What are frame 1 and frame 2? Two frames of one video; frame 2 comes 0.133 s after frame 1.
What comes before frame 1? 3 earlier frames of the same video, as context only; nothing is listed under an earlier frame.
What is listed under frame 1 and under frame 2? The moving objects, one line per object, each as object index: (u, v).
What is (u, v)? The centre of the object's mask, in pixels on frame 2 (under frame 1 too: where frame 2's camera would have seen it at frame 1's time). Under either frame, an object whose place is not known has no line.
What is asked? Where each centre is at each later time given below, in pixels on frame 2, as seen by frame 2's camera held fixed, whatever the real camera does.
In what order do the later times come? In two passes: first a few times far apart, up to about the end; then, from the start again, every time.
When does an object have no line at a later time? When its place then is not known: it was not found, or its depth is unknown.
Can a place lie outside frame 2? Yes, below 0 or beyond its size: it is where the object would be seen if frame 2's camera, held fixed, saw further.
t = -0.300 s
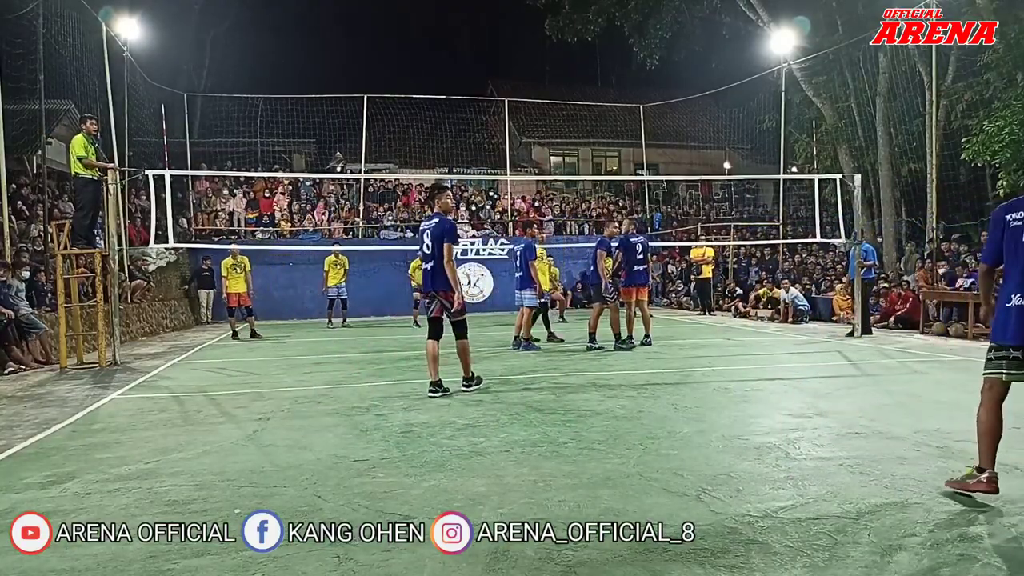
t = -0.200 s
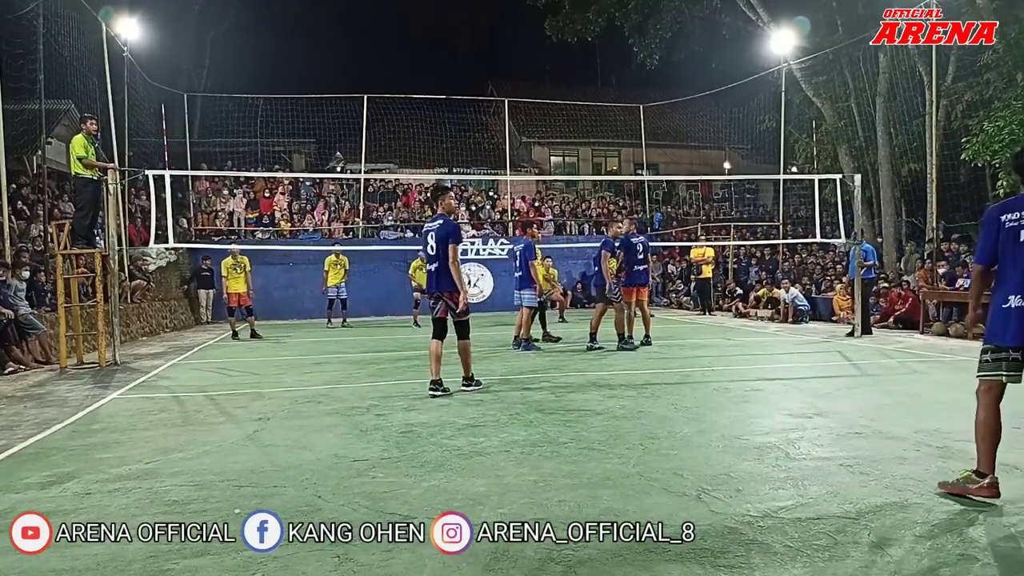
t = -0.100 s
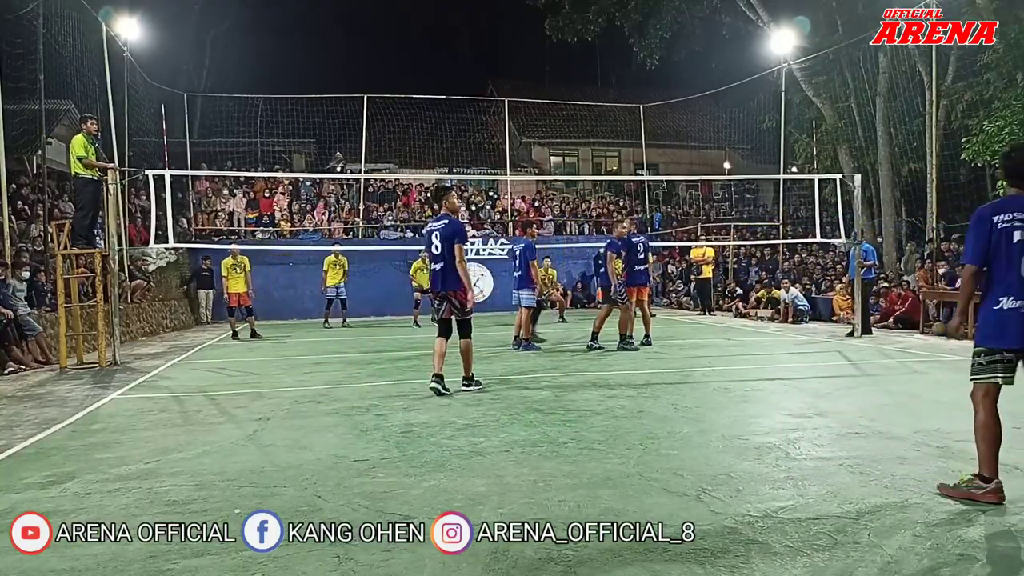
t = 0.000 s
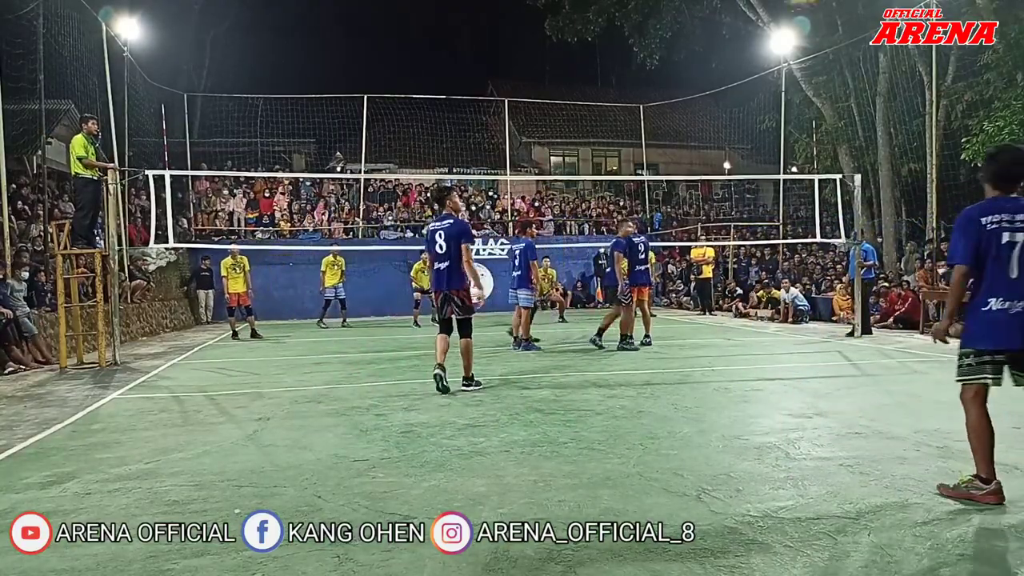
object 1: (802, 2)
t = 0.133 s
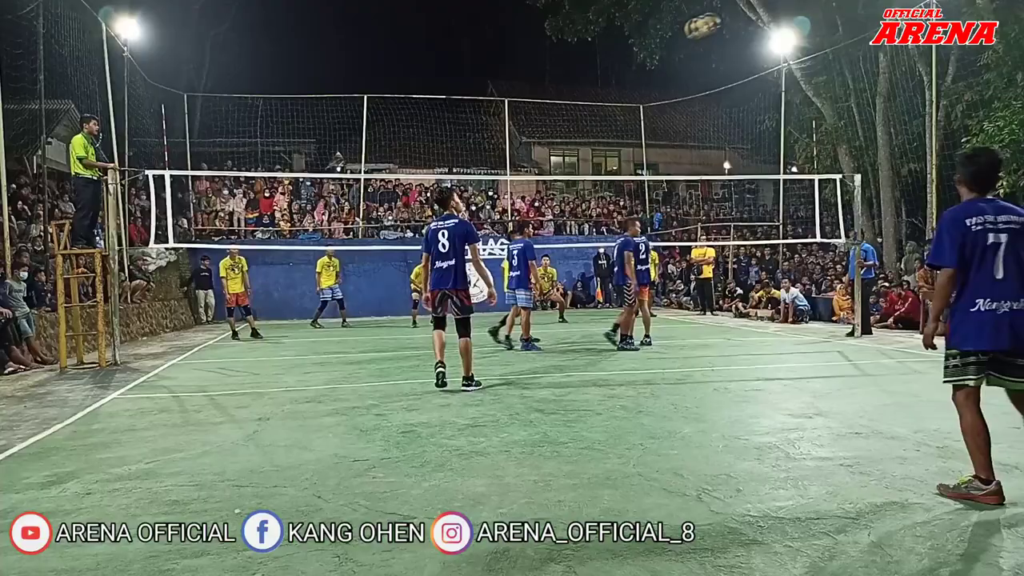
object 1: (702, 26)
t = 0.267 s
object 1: (626, 62)
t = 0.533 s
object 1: (535, 139)
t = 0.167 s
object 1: (680, 35)
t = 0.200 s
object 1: (661, 43)
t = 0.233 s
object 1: (644, 53)
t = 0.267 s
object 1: (626, 62)
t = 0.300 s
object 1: (612, 70)
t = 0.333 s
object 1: (598, 80)
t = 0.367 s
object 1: (586, 90)
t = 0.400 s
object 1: (574, 100)
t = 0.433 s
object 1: (562, 110)
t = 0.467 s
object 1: (553, 119)
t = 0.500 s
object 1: (543, 131)
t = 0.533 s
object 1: (535, 139)
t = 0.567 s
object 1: (526, 151)
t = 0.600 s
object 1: (519, 160)
